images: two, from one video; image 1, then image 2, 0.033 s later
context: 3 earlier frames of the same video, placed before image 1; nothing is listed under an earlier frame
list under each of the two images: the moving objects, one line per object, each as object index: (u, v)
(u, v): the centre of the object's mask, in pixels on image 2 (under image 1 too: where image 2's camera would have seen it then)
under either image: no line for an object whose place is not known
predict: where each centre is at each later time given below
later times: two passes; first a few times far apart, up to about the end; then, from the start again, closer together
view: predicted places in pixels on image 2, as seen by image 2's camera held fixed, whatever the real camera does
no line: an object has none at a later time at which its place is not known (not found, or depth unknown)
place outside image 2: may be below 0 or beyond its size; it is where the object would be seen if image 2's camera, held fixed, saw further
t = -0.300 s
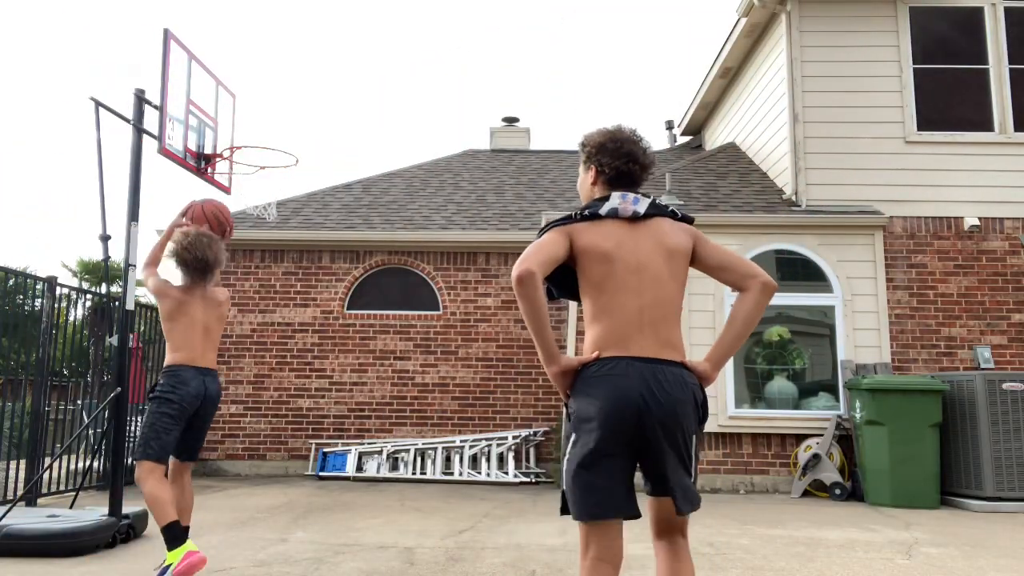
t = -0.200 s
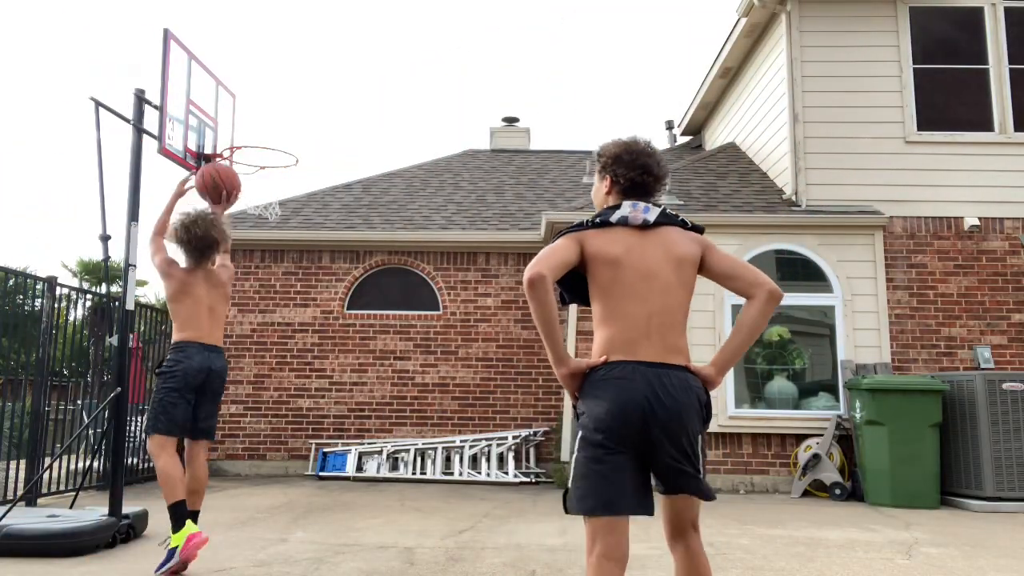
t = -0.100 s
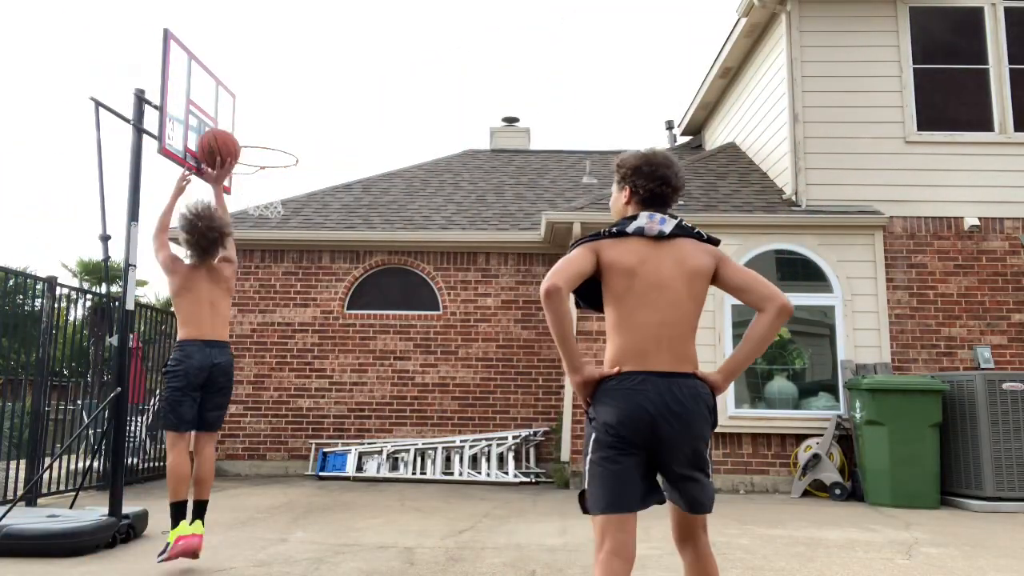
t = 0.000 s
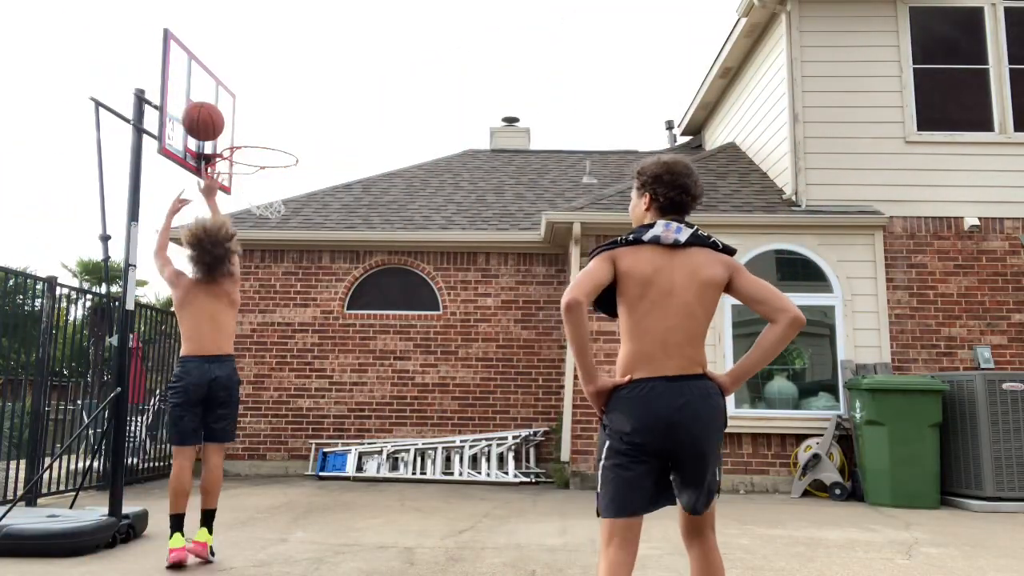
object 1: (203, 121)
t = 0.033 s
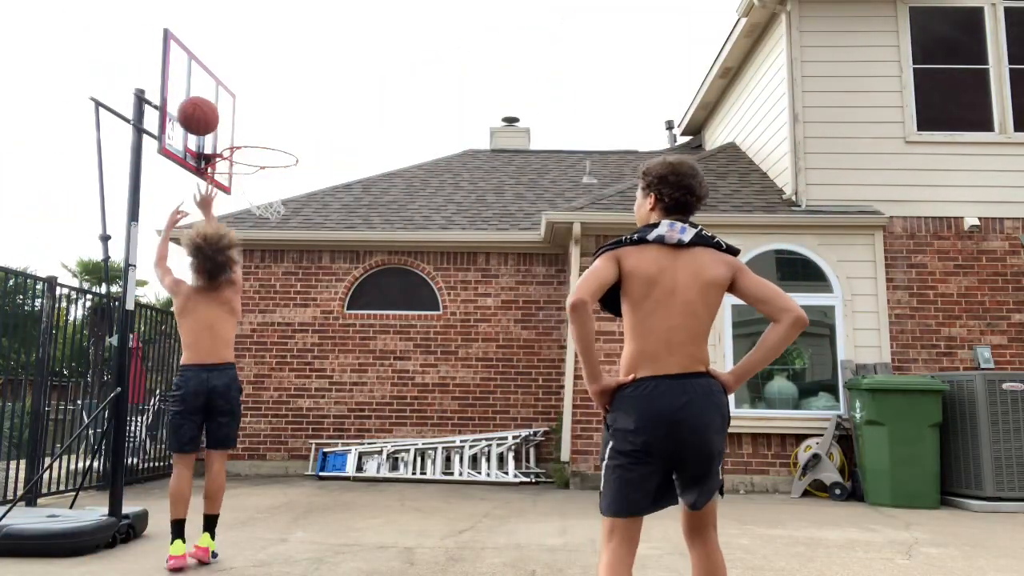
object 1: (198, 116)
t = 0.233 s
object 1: (243, 135)
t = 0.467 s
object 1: (287, 218)
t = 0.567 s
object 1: (301, 265)
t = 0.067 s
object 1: (202, 114)
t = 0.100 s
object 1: (211, 115)
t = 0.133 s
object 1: (219, 118)
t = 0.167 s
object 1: (227, 122)
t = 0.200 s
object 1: (235, 128)
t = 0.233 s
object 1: (243, 135)
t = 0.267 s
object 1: (250, 144)
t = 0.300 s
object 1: (257, 154)
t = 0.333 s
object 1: (264, 166)
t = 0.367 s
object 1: (271, 179)
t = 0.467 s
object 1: (287, 218)
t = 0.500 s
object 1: (292, 232)
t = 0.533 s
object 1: (297, 249)
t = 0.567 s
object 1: (301, 265)
